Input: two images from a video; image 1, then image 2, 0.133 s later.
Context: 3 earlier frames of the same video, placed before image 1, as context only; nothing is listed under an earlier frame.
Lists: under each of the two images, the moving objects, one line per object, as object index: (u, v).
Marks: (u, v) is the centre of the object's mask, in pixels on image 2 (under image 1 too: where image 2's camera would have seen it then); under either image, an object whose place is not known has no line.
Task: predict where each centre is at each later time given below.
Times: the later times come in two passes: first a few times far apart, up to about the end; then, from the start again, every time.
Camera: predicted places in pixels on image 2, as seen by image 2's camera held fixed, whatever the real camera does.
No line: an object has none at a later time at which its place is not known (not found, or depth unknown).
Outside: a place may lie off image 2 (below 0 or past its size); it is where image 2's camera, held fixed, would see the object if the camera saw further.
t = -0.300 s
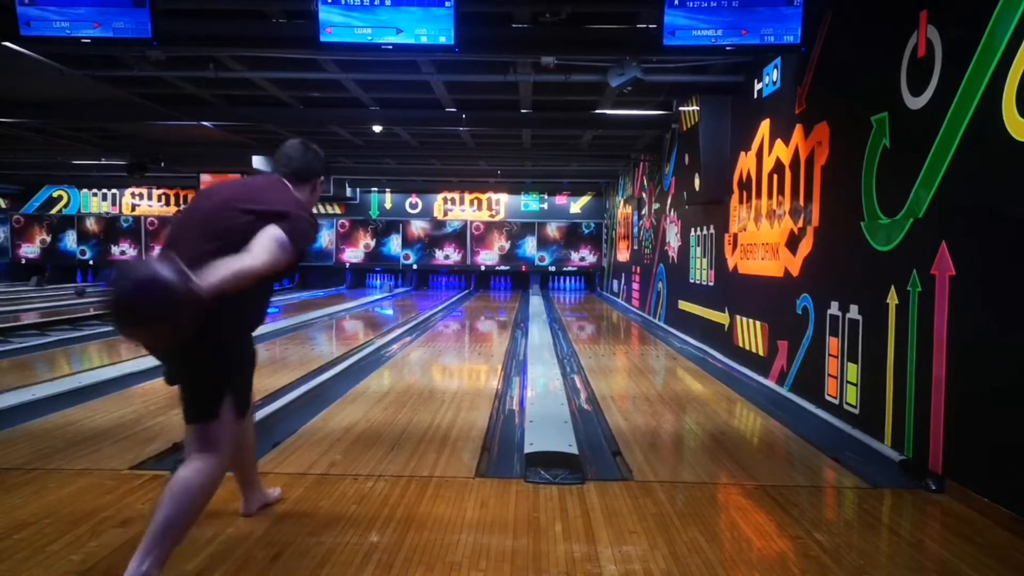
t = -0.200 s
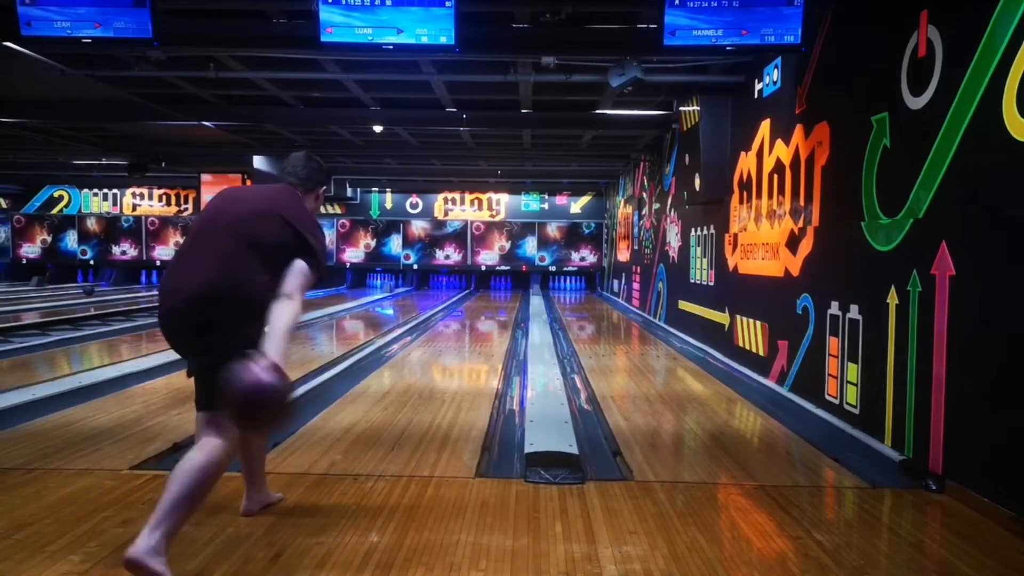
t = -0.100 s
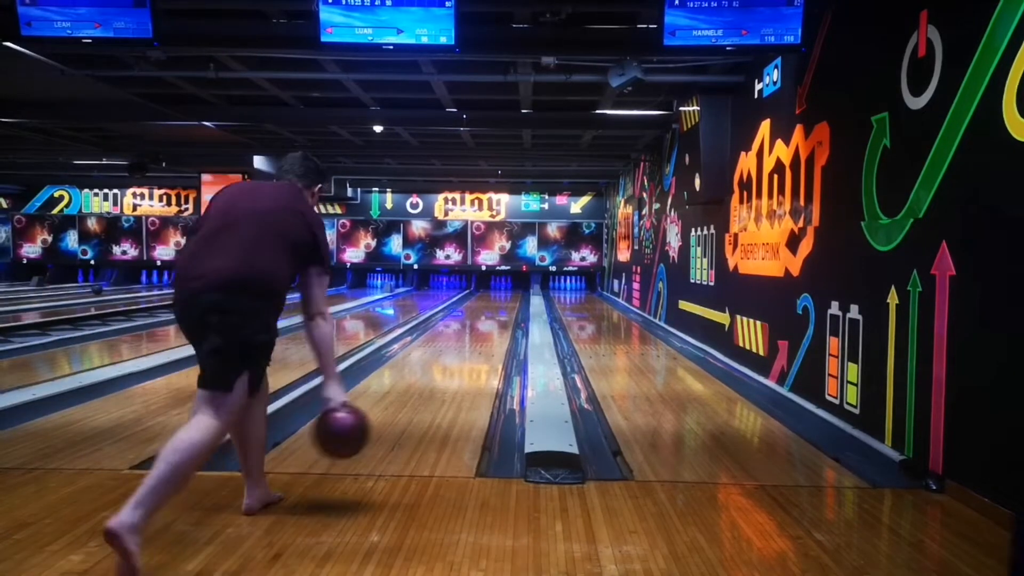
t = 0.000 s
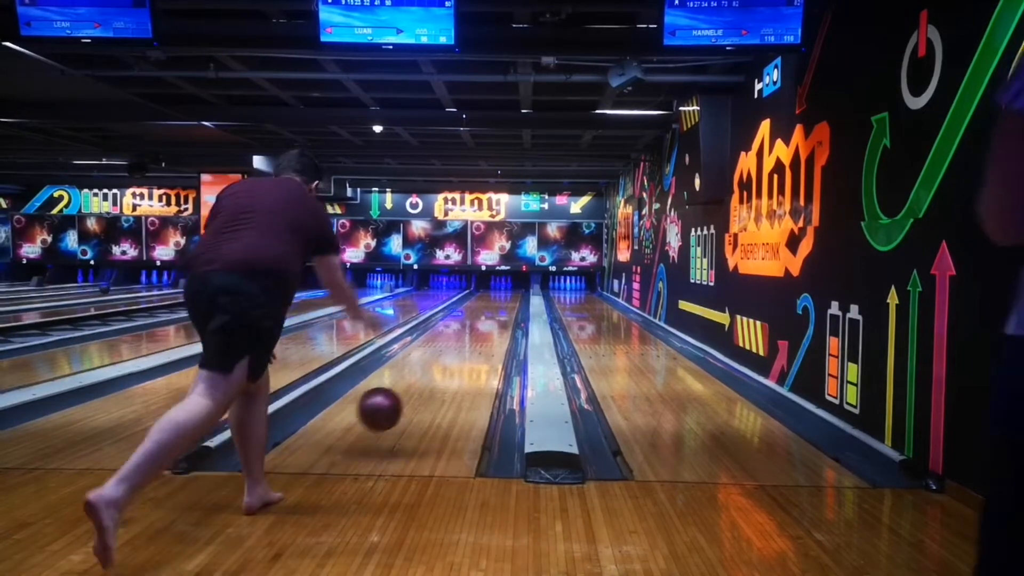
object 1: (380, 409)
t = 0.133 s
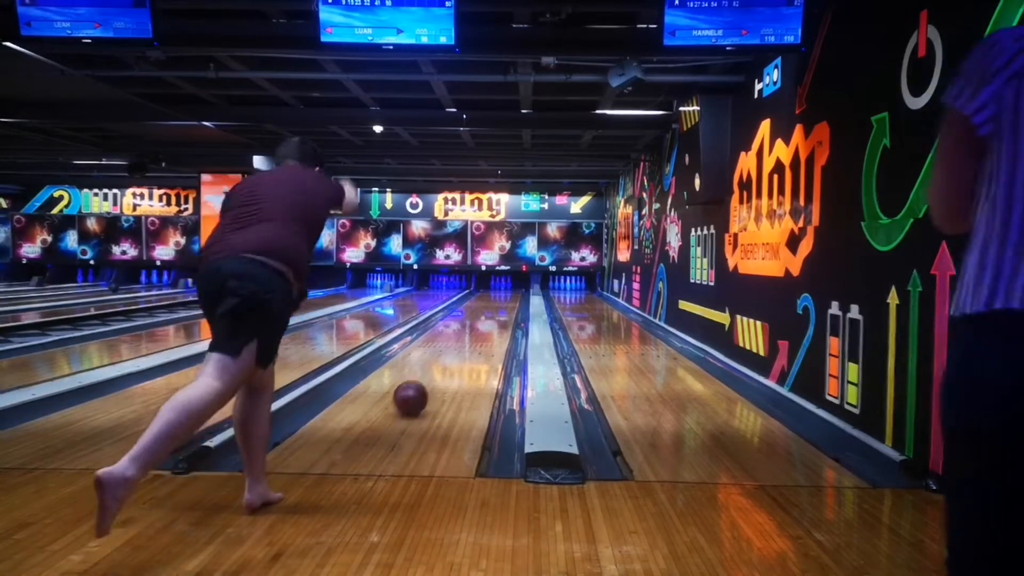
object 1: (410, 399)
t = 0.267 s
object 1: (430, 373)
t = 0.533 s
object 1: (454, 343)
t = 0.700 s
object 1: (464, 330)
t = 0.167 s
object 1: (416, 392)
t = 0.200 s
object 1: (421, 385)
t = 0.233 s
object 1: (426, 379)
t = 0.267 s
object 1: (430, 373)
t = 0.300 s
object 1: (434, 368)
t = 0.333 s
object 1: (437, 363)
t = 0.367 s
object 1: (441, 359)
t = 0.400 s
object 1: (444, 355)
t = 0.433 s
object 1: (447, 351)
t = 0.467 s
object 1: (450, 348)
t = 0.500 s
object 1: (452, 346)
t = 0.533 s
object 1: (454, 343)
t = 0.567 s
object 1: (457, 340)
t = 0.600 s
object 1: (458, 337)
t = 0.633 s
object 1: (461, 335)
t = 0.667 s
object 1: (463, 332)
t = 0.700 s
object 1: (464, 330)
